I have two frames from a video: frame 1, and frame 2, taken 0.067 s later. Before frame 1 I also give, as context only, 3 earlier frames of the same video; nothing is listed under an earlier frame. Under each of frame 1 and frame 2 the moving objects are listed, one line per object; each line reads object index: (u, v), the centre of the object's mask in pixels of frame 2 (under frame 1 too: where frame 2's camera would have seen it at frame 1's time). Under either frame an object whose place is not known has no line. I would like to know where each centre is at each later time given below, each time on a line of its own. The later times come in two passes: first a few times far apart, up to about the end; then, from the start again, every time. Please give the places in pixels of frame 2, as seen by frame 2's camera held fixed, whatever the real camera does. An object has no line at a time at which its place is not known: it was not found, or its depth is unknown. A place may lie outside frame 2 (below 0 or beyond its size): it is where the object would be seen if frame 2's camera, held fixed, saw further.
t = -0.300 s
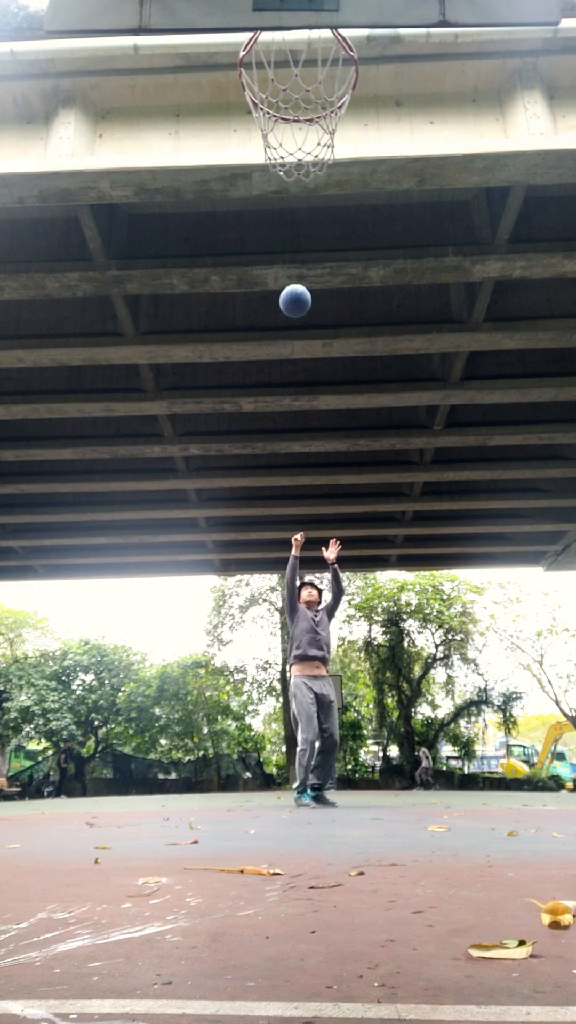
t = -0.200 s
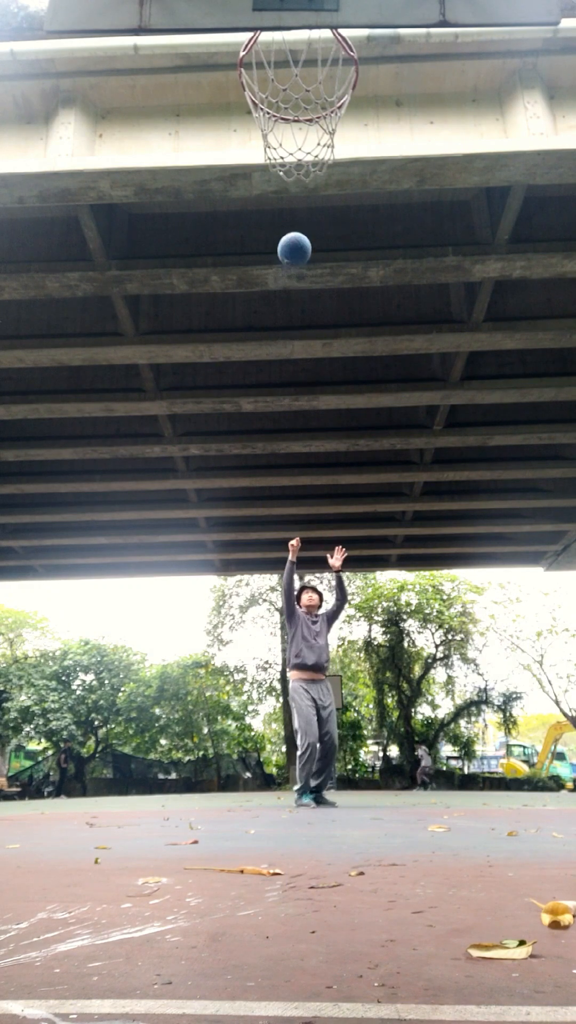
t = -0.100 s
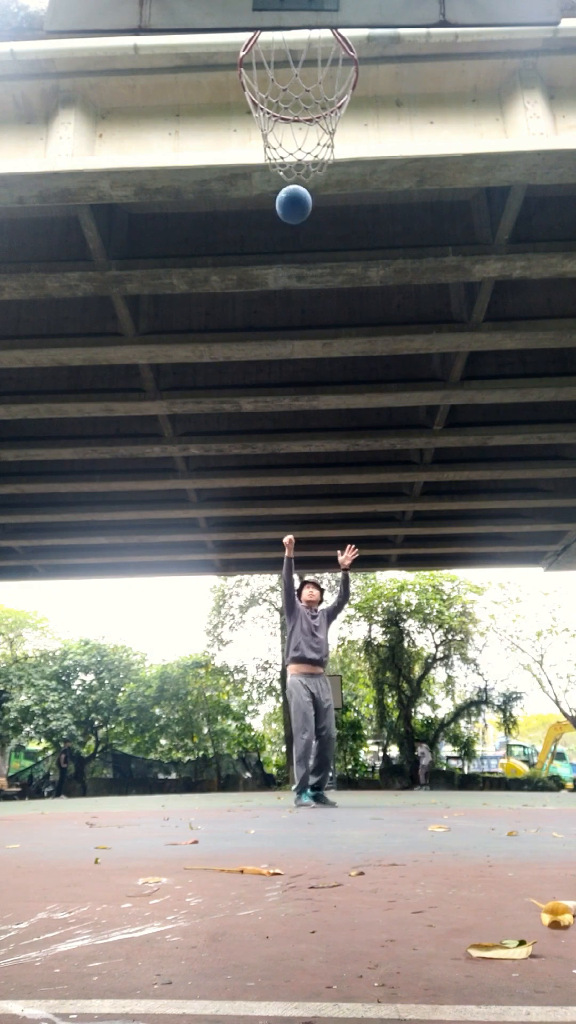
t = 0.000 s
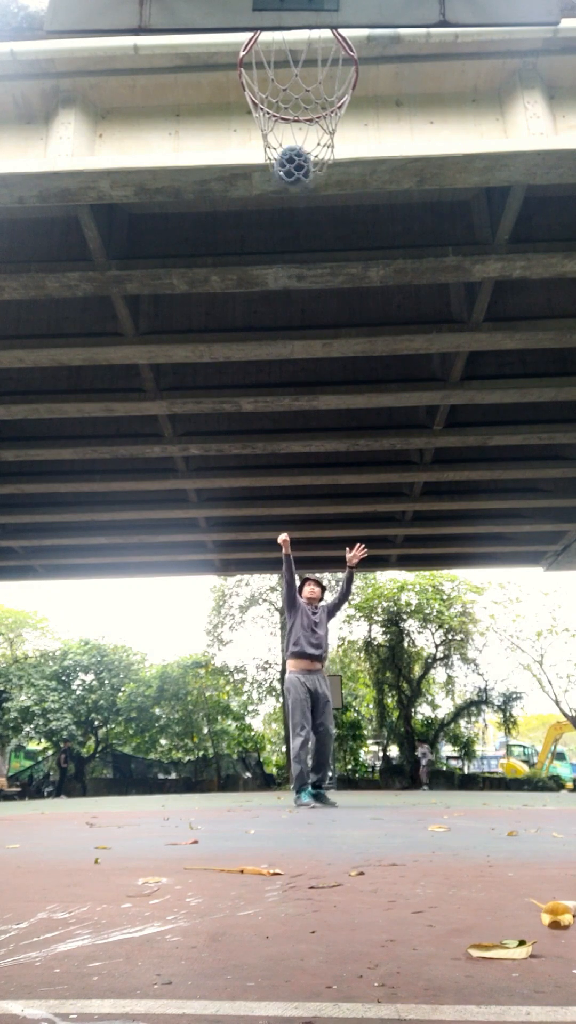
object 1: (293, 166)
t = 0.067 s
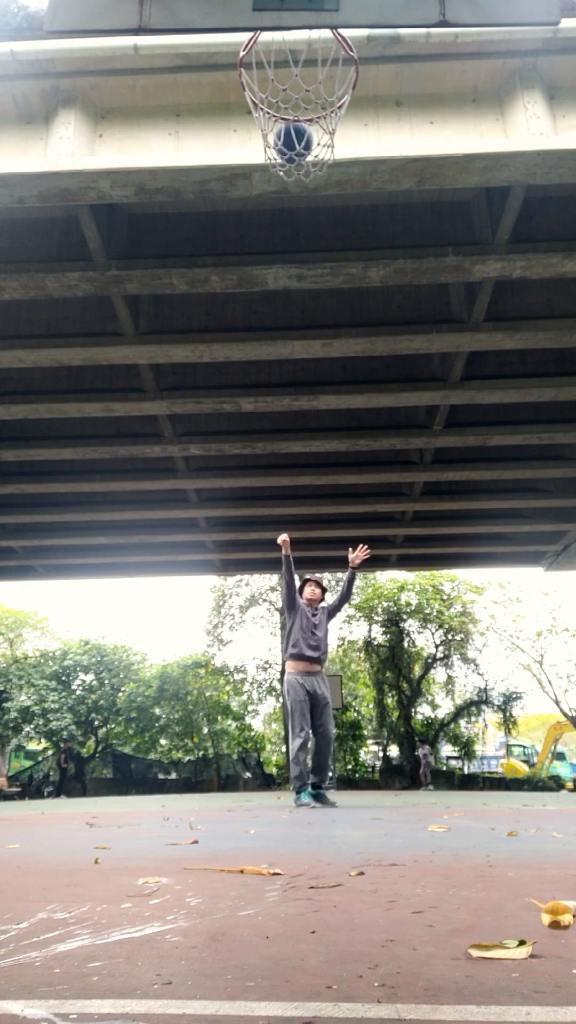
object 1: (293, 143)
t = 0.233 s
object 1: (293, 96)
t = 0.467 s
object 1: (296, 62)
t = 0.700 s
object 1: (304, 274)
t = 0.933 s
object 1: (314, 604)
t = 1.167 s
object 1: (318, 627)
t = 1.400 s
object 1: (314, 461)
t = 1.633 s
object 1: (313, 426)
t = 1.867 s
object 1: (314, 482)
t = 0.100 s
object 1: (293, 133)
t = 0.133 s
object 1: (292, 122)
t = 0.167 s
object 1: (293, 113)
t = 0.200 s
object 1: (293, 105)
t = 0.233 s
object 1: (293, 96)
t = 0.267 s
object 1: (293, 93)
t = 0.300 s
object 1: (292, 90)
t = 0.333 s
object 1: (292, 88)
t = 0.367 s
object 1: (293, 81)
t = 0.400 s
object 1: (294, 76)
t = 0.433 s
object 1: (295, 65)
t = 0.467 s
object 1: (296, 62)
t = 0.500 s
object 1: (297, 85)
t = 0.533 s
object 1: (298, 111)
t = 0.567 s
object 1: (300, 139)
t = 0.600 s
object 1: (301, 171)
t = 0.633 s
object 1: (302, 202)
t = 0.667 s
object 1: (303, 237)
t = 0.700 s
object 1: (304, 274)
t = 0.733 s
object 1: (305, 313)
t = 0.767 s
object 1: (307, 355)
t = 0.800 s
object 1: (308, 398)
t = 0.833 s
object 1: (309, 444)
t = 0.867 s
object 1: (311, 495)
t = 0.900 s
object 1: (312, 547)
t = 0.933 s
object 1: (314, 604)
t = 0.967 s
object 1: (316, 666)
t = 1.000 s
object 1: (318, 734)
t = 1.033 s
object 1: (320, 806)
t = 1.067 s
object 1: (320, 770)
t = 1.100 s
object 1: (319, 715)
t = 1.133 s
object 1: (318, 668)
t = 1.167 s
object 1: (318, 627)
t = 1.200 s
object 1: (317, 592)
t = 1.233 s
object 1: (316, 560)
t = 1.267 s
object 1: (315, 534)
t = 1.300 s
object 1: (315, 511)
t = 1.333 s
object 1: (315, 491)
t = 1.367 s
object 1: (314, 475)
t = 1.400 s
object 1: (314, 461)
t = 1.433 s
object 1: (314, 449)
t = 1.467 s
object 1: (313, 440)
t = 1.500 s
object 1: (313, 433)
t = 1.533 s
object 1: (313, 429)
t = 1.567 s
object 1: (313, 426)
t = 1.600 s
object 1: (313, 425)
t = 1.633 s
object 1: (313, 426)
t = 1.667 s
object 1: (313, 429)
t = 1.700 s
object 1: (313, 434)
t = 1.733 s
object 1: (313, 440)
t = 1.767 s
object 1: (314, 448)
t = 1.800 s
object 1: (314, 457)
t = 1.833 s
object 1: (314, 469)
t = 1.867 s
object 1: (314, 482)
